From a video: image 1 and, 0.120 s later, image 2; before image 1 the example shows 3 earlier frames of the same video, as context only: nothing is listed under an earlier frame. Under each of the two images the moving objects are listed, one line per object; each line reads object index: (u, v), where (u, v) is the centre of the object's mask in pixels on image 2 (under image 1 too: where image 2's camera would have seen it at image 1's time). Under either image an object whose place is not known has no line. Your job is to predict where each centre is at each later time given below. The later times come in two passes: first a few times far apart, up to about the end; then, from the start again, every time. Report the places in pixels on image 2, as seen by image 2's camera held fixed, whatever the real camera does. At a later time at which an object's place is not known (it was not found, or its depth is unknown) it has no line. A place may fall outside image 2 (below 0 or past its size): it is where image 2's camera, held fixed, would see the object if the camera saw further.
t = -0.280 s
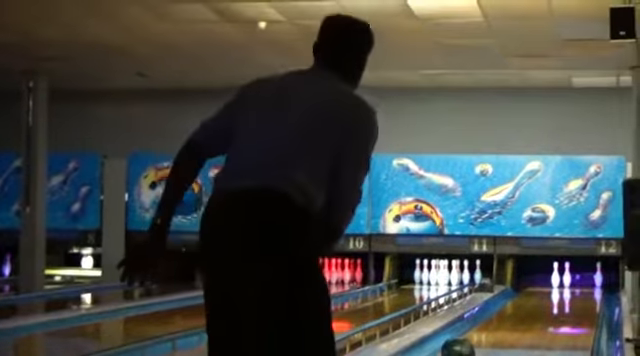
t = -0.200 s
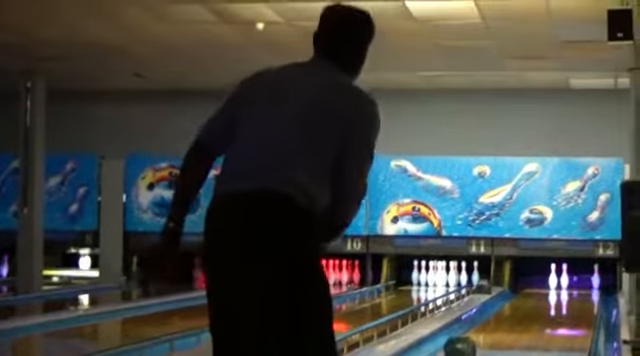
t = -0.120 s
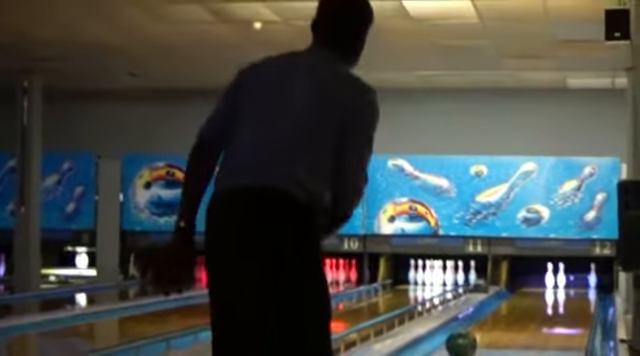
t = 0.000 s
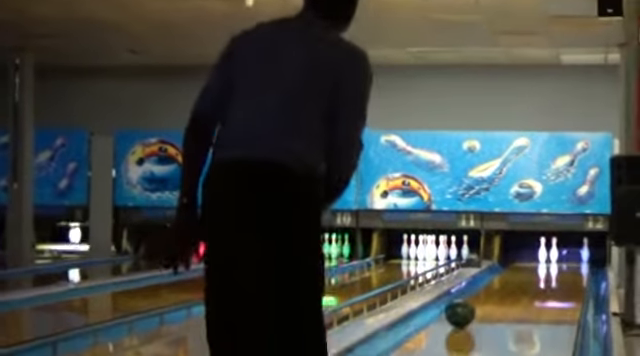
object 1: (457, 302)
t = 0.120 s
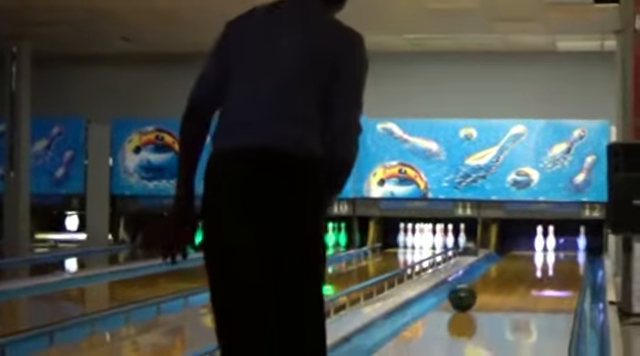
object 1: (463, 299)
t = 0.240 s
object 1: (468, 294)
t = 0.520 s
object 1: (478, 285)
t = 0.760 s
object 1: (486, 280)
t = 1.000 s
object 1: (493, 274)
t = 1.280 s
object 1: (499, 267)
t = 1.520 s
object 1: (503, 263)
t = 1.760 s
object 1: (507, 260)
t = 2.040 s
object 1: (510, 256)
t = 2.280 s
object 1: (513, 253)
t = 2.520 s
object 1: (514, 251)
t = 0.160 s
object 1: (465, 297)
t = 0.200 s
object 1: (467, 296)
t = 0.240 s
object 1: (468, 294)
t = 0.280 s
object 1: (469, 293)
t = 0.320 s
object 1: (471, 292)
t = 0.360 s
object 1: (473, 290)
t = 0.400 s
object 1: (474, 290)
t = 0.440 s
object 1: (475, 288)
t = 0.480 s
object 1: (477, 287)
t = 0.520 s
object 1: (478, 285)
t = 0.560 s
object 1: (479, 284)
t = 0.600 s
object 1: (481, 283)
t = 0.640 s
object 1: (482, 282)
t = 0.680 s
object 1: (483, 282)
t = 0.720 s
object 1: (484, 280)
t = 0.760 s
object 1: (486, 280)
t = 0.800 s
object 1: (487, 279)
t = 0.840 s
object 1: (488, 278)
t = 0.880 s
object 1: (489, 277)
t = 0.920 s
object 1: (489, 276)
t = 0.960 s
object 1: (492, 274)
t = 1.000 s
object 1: (493, 274)
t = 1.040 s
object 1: (493, 273)
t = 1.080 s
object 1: (494, 272)
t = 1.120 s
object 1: (495, 271)
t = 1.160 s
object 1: (496, 270)
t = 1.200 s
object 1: (497, 269)
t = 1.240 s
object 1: (498, 268)
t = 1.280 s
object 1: (499, 267)
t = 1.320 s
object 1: (500, 267)
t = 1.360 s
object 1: (501, 266)
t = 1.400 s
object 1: (501, 265)
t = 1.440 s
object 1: (502, 264)
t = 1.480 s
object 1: (503, 264)
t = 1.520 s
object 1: (503, 263)
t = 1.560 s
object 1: (504, 263)
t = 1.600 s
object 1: (504, 263)
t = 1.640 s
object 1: (505, 262)
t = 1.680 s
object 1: (506, 261)
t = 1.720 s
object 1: (506, 261)
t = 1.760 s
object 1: (507, 260)
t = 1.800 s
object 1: (507, 259)
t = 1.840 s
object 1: (507, 258)
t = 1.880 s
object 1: (508, 257)
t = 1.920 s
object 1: (508, 257)
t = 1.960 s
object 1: (508, 256)
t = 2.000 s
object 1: (509, 256)
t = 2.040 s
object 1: (510, 256)
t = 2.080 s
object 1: (511, 255)
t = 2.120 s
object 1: (512, 254)
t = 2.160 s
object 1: (512, 254)
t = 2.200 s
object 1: (512, 254)
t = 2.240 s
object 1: (513, 254)
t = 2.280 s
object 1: (513, 253)
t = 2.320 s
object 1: (513, 253)
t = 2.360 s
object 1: (514, 253)
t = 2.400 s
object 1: (514, 253)
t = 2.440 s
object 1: (514, 251)
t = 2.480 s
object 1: (514, 252)
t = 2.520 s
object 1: (514, 251)
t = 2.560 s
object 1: (515, 251)
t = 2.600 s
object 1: (515, 251)
